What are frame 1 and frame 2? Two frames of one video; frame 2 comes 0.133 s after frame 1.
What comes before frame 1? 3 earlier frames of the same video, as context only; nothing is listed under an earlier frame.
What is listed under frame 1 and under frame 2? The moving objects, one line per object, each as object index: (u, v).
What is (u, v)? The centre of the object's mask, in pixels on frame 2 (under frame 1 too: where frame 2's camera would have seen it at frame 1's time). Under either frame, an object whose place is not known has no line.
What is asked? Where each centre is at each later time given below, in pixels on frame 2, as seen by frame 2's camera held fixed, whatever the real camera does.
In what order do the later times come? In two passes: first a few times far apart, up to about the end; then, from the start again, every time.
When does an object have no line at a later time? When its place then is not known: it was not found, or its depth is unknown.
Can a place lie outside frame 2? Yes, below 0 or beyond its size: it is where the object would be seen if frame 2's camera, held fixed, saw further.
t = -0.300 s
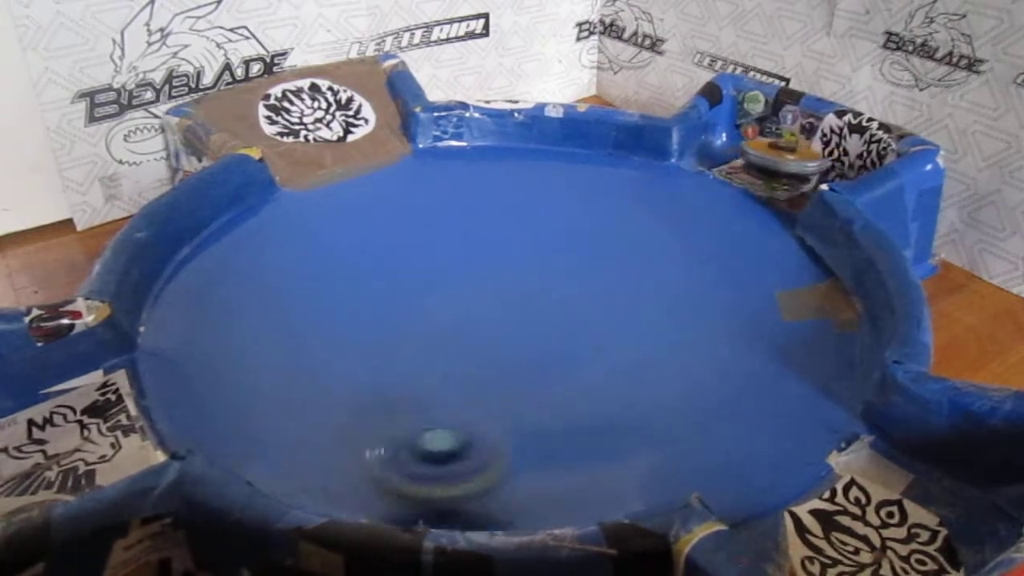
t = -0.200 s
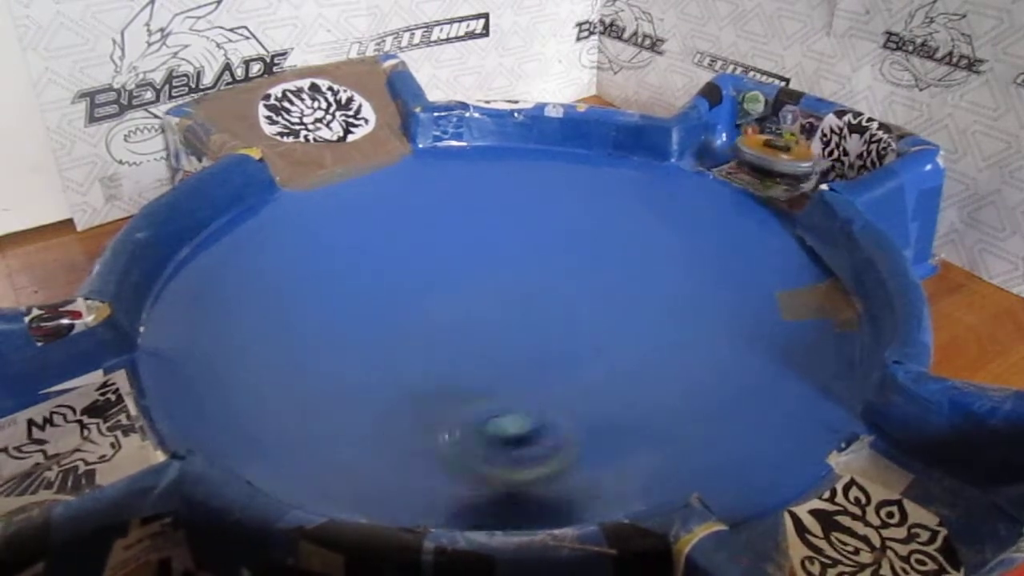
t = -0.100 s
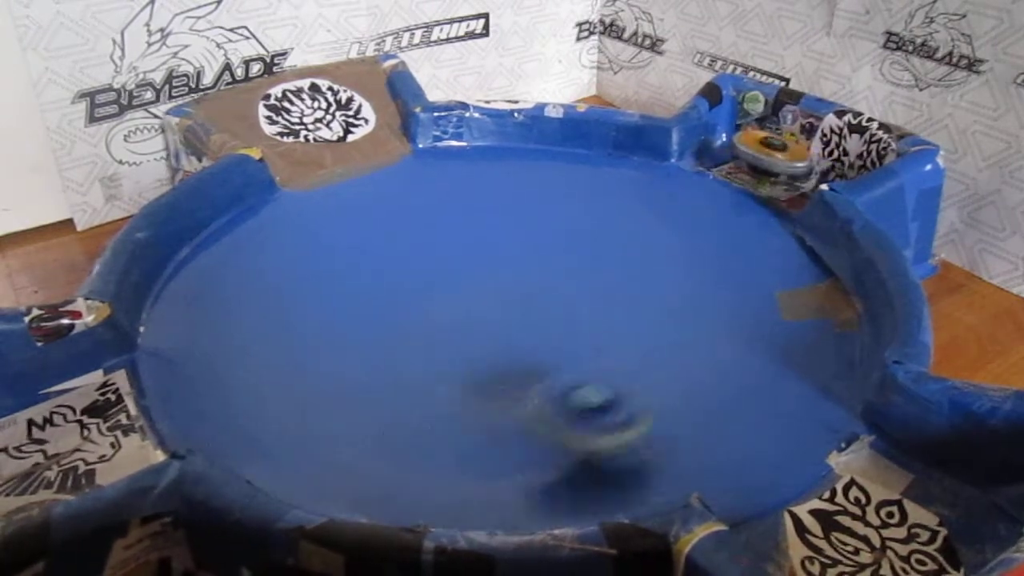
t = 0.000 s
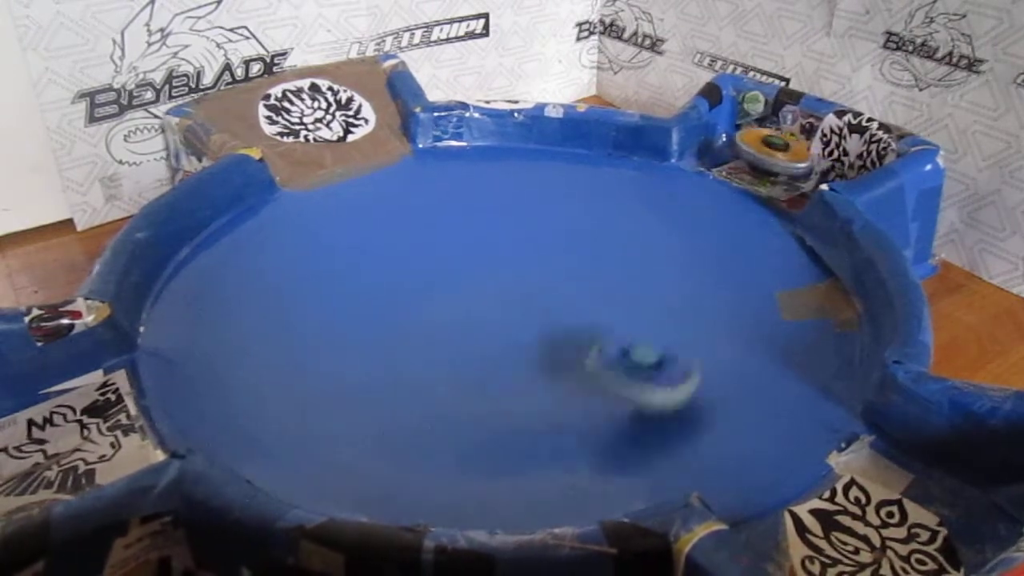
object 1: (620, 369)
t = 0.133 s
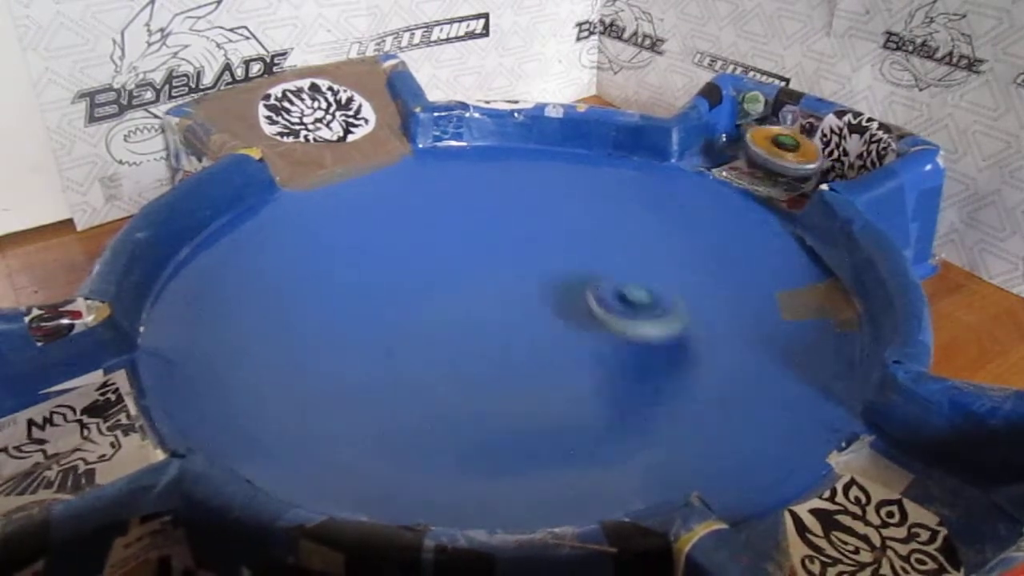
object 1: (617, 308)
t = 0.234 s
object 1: (580, 271)
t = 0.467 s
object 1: (446, 227)
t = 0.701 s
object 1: (345, 256)
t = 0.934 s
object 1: (394, 334)
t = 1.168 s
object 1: (503, 336)
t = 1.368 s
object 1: (588, 330)
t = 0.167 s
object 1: (608, 295)
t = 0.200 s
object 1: (595, 283)
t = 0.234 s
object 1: (580, 271)
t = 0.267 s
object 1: (565, 261)
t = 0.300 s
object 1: (547, 252)
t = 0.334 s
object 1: (529, 243)
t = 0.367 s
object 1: (508, 237)
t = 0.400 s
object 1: (489, 231)
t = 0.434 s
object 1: (468, 228)
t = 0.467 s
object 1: (446, 227)
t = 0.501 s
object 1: (427, 228)
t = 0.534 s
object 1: (410, 229)
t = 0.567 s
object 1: (391, 231)
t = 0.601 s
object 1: (377, 235)
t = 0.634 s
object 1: (363, 240)
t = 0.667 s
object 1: (352, 248)
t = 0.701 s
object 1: (345, 256)
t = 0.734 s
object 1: (342, 267)
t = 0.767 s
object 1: (341, 278)
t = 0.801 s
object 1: (343, 288)
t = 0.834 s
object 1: (352, 302)
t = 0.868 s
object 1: (363, 315)
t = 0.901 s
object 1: (376, 324)
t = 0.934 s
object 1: (394, 334)
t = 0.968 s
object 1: (413, 339)
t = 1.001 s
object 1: (433, 344)
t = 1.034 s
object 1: (449, 344)
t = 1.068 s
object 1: (463, 343)
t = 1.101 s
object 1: (476, 340)
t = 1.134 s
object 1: (489, 337)
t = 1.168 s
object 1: (503, 336)
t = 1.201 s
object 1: (519, 334)
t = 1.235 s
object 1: (532, 333)
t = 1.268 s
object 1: (545, 333)
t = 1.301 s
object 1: (560, 332)
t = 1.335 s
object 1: (573, 331)
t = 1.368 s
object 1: (588, 330)
